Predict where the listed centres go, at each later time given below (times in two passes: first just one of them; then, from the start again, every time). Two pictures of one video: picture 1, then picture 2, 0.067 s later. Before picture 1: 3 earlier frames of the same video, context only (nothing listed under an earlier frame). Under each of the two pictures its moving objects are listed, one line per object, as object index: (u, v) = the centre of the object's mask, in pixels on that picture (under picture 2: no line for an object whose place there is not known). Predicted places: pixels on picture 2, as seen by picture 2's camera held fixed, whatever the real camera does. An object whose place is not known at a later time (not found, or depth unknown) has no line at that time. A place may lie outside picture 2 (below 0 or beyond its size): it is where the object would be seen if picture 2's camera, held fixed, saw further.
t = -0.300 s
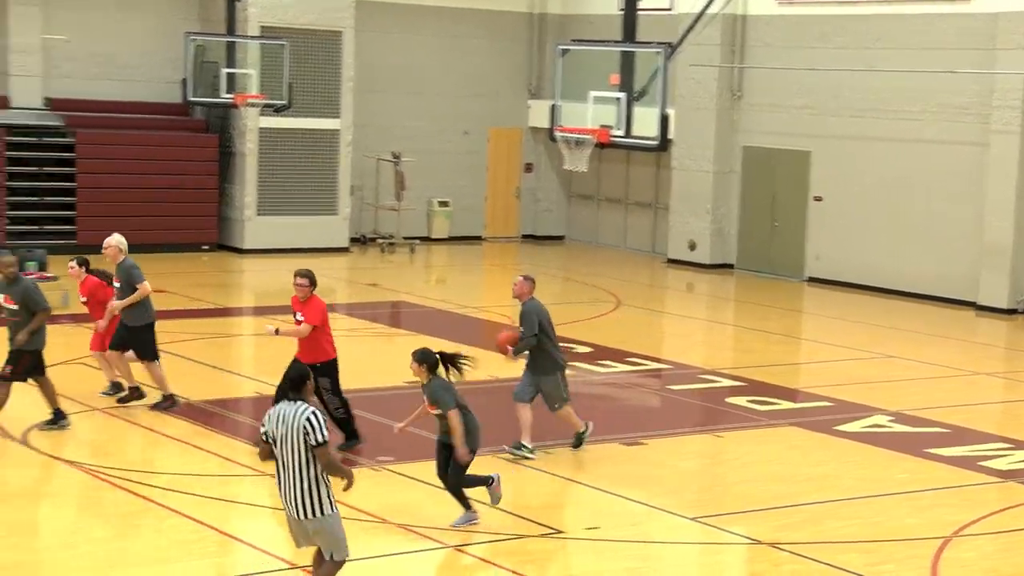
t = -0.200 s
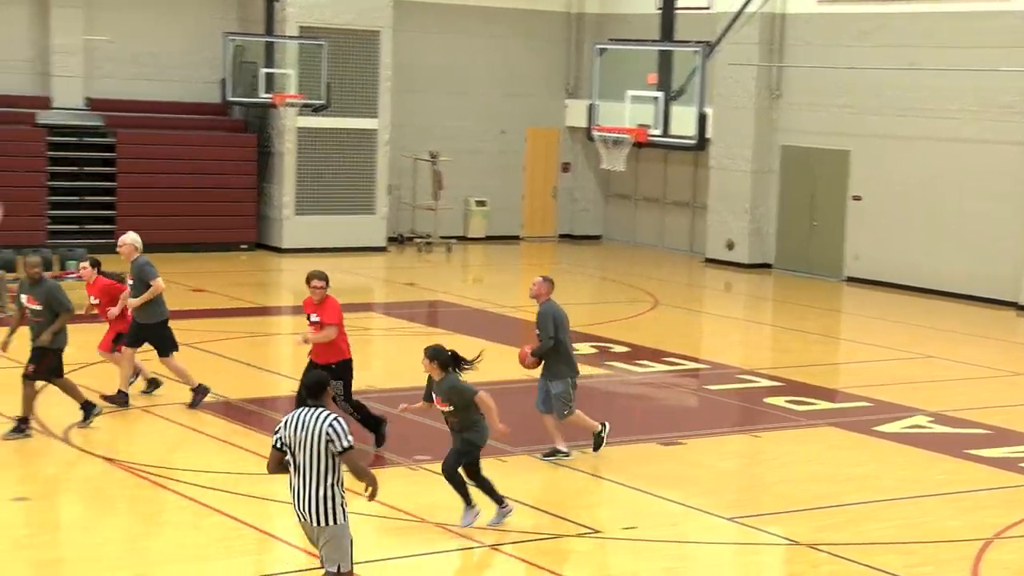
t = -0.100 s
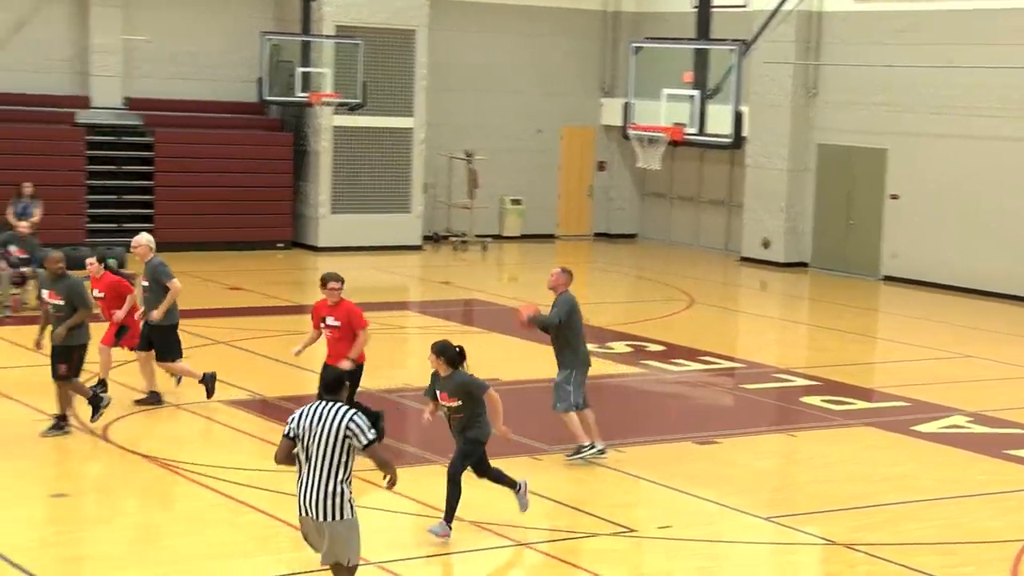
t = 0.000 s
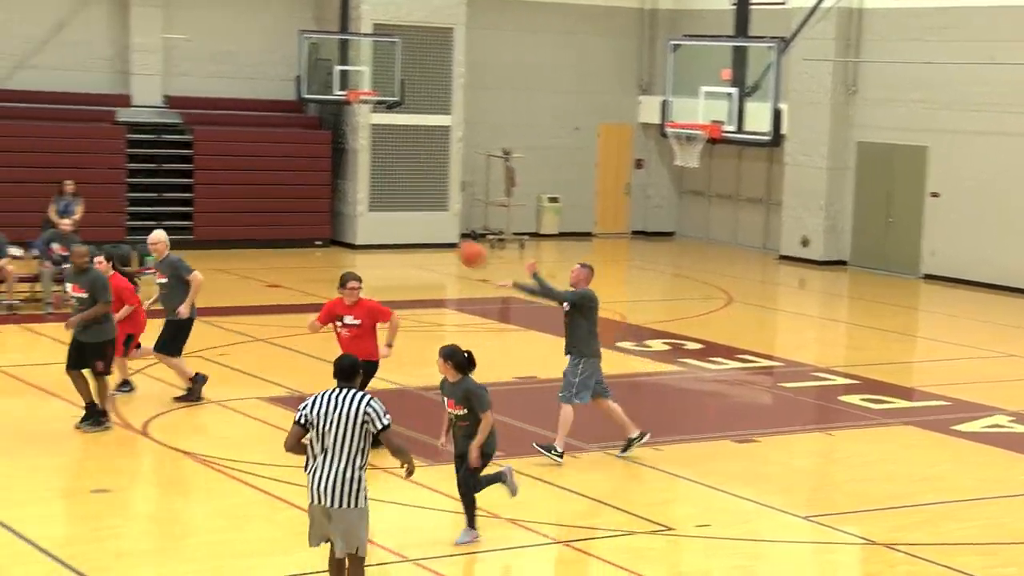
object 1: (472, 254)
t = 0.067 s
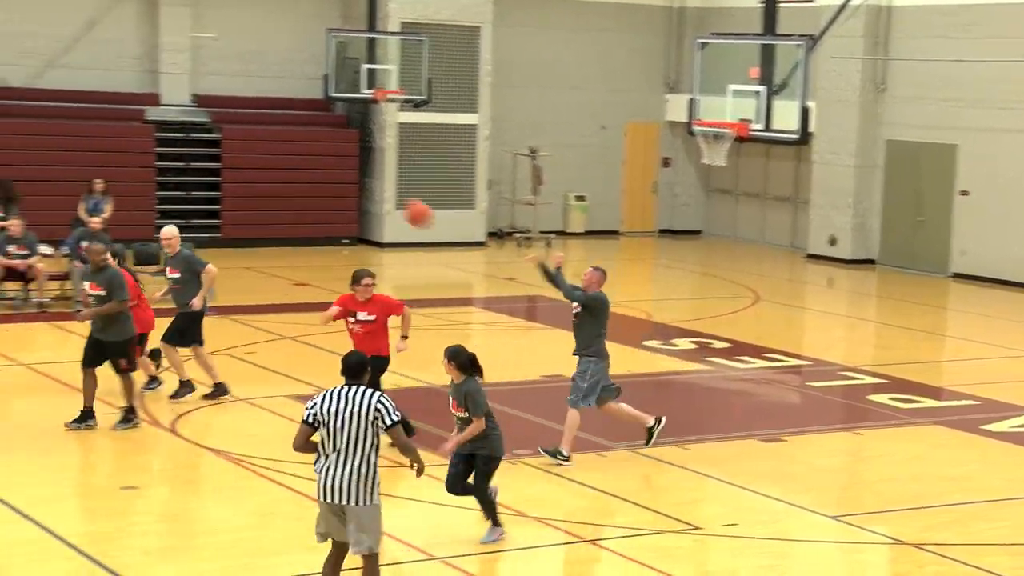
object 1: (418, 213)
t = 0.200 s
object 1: (252, 146)
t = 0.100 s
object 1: (376, 195)
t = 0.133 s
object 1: (335, 178)
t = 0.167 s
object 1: (294, 161)
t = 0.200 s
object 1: (252, 146)
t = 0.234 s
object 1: (209, 131)
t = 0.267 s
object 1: (165, 116)
